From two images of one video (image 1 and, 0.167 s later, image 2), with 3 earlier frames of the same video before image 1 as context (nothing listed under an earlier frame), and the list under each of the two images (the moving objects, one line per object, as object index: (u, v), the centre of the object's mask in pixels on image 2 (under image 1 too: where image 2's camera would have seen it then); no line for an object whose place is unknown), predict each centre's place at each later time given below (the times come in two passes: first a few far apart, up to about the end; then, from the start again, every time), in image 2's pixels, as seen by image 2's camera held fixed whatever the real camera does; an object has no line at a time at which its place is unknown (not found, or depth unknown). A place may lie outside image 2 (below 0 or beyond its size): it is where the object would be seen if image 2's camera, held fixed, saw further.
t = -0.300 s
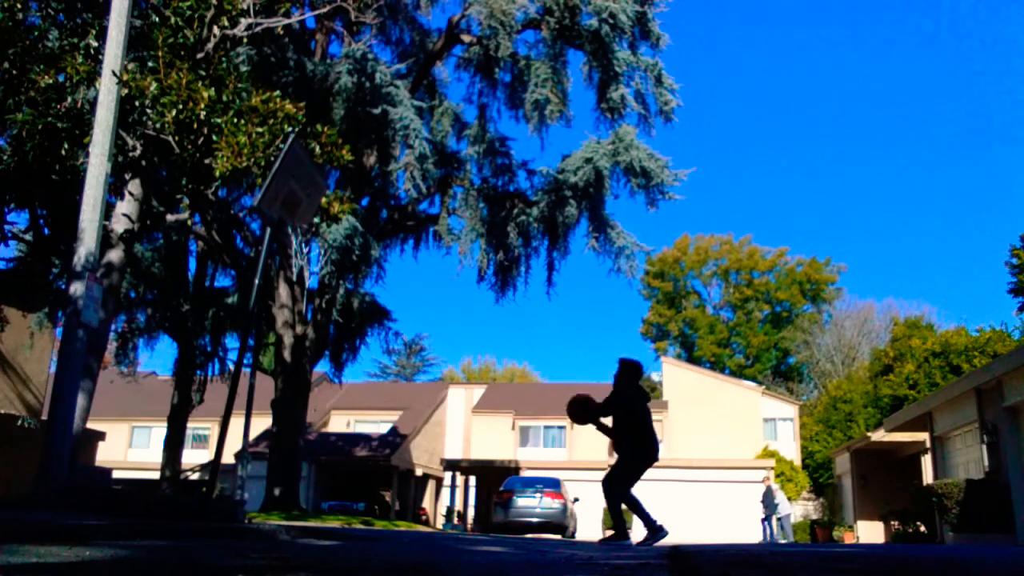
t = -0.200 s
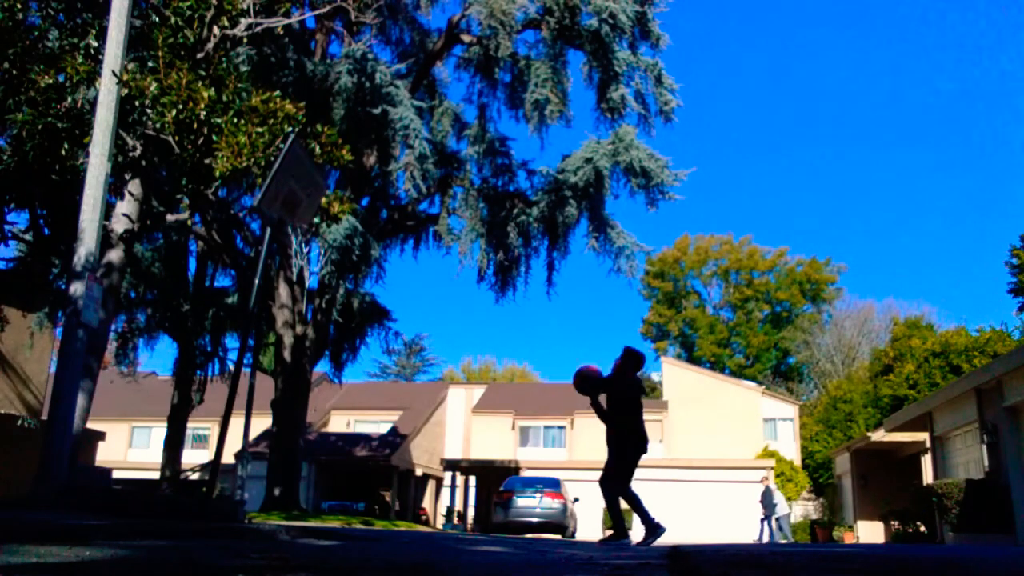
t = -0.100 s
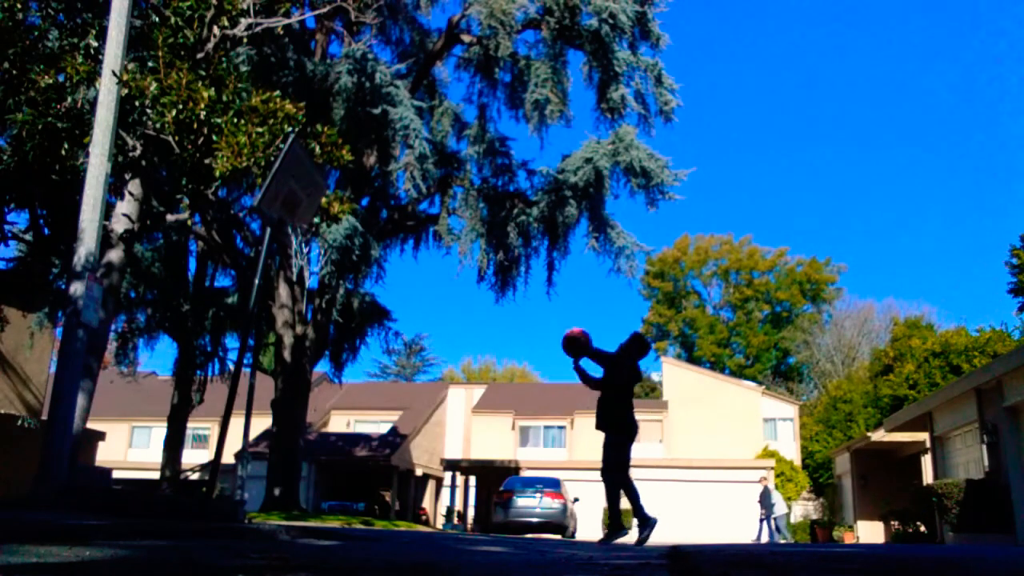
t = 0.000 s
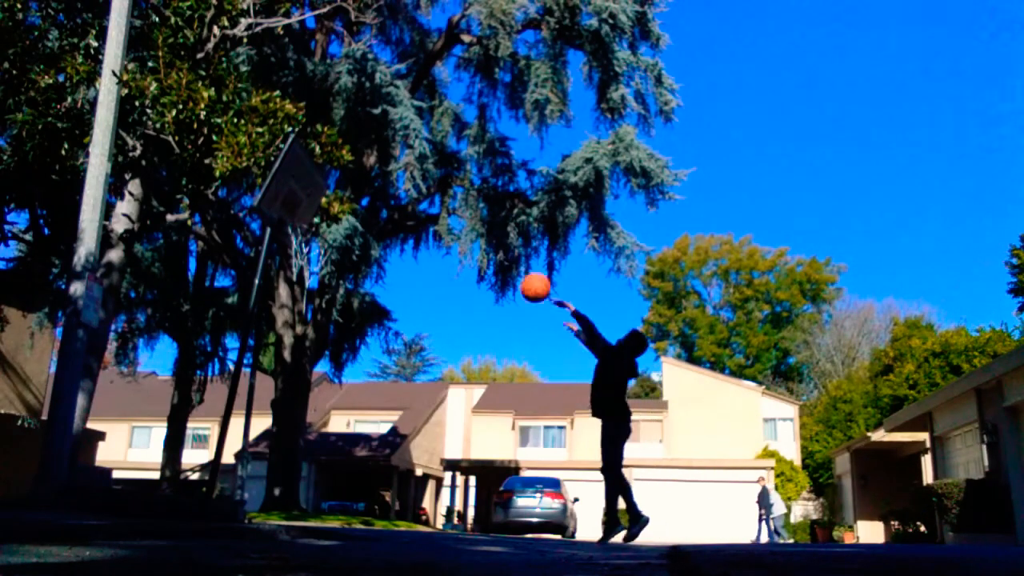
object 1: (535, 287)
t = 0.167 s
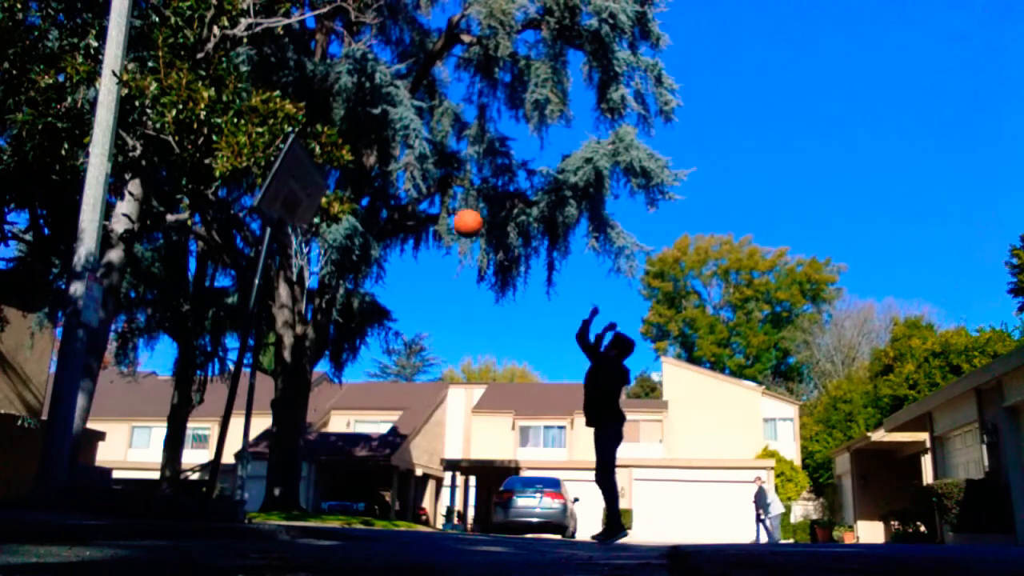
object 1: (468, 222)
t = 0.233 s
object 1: (442, 206)
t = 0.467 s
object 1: (355, 191)
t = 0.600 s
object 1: (307, 207)
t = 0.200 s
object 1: (454, 214)
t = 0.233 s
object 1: (442, 206)
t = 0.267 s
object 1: (429, 199)
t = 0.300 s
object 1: (416, 195)
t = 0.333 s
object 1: (404, 192)
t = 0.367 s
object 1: (392, 190)
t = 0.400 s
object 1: (379, 189)
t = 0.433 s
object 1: (367, 189)
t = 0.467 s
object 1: (355, 191)
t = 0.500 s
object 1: (343, 194)
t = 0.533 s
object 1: (331, 197)
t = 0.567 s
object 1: (319, 202)
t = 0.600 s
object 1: (307, 207)
